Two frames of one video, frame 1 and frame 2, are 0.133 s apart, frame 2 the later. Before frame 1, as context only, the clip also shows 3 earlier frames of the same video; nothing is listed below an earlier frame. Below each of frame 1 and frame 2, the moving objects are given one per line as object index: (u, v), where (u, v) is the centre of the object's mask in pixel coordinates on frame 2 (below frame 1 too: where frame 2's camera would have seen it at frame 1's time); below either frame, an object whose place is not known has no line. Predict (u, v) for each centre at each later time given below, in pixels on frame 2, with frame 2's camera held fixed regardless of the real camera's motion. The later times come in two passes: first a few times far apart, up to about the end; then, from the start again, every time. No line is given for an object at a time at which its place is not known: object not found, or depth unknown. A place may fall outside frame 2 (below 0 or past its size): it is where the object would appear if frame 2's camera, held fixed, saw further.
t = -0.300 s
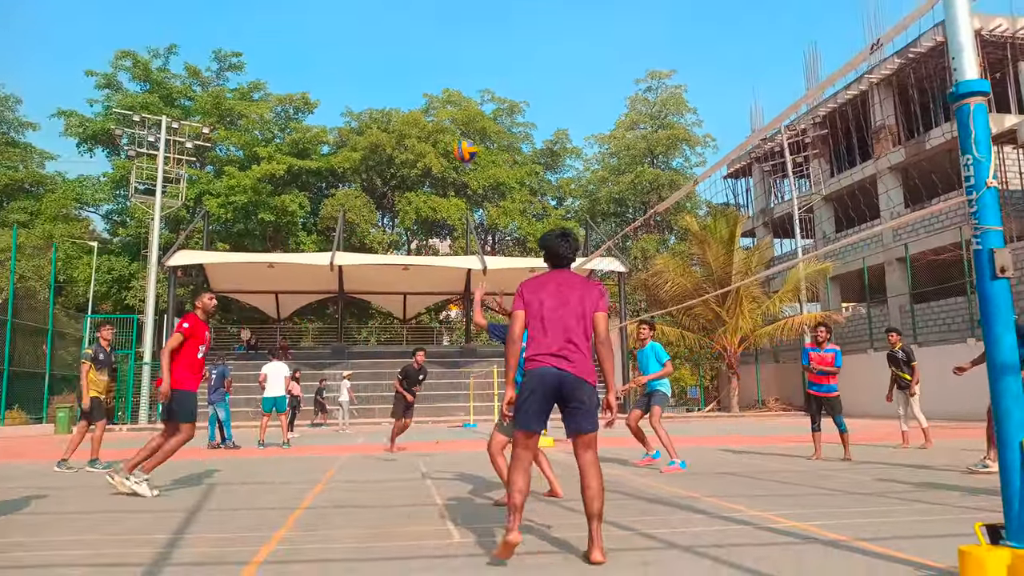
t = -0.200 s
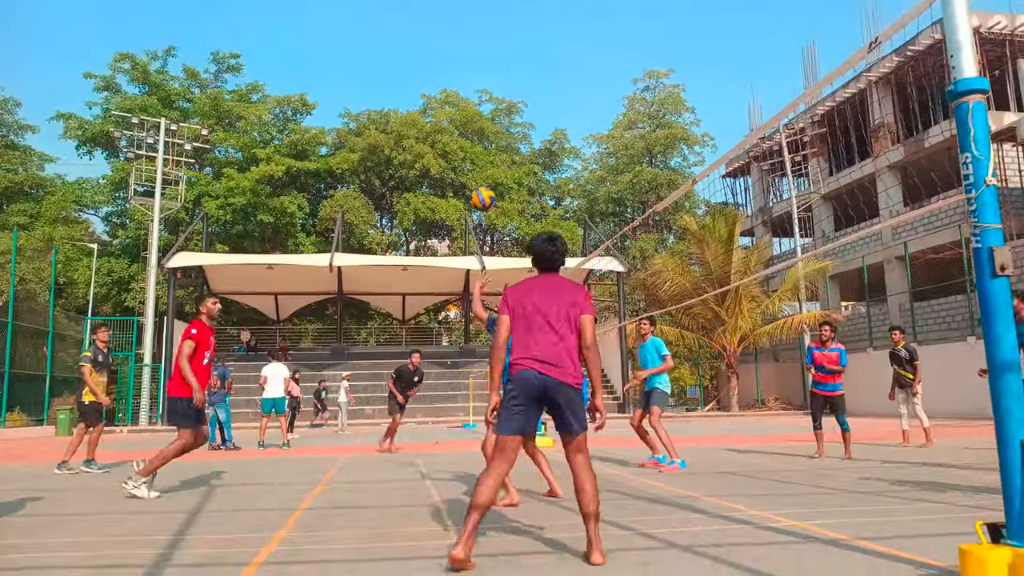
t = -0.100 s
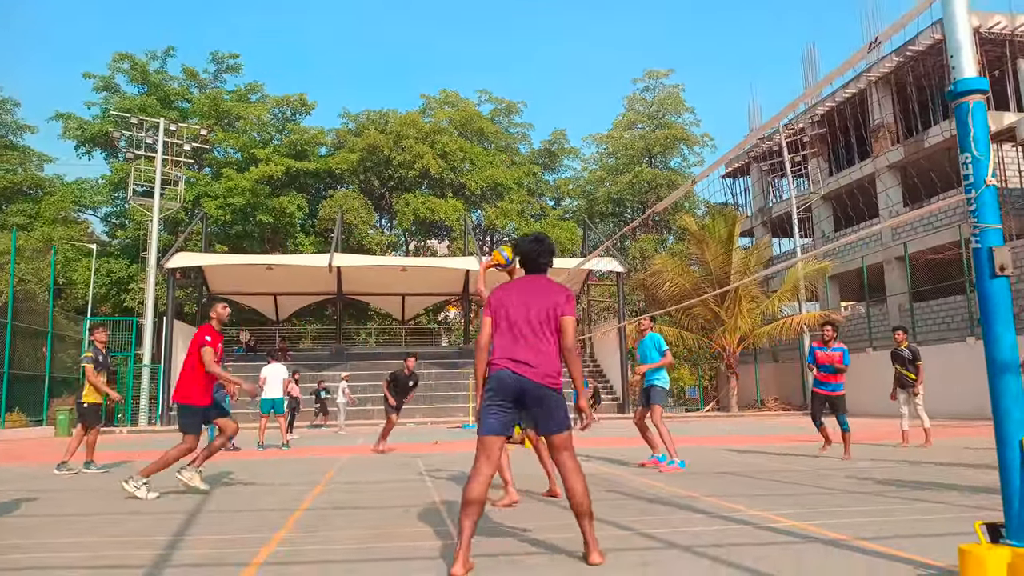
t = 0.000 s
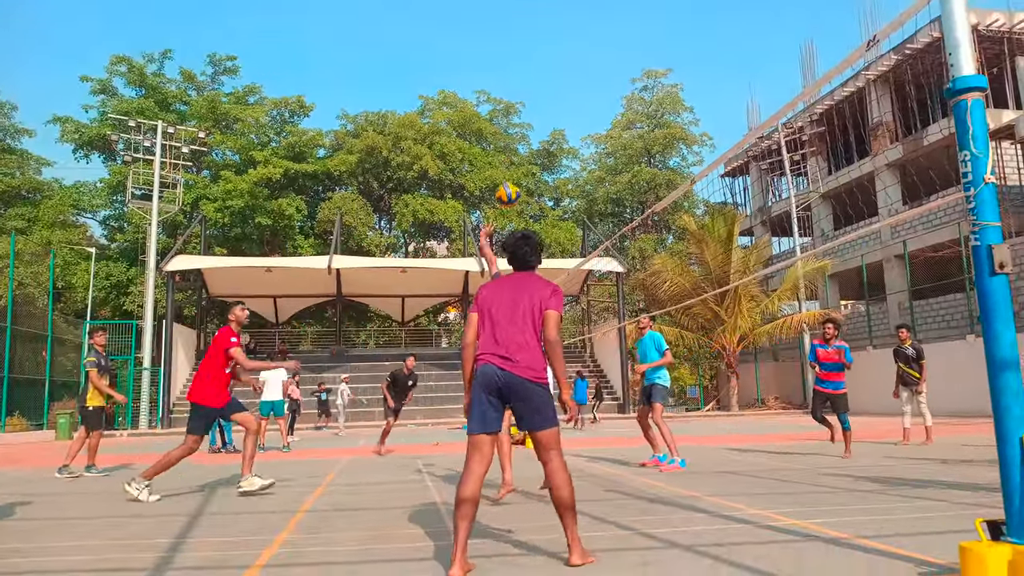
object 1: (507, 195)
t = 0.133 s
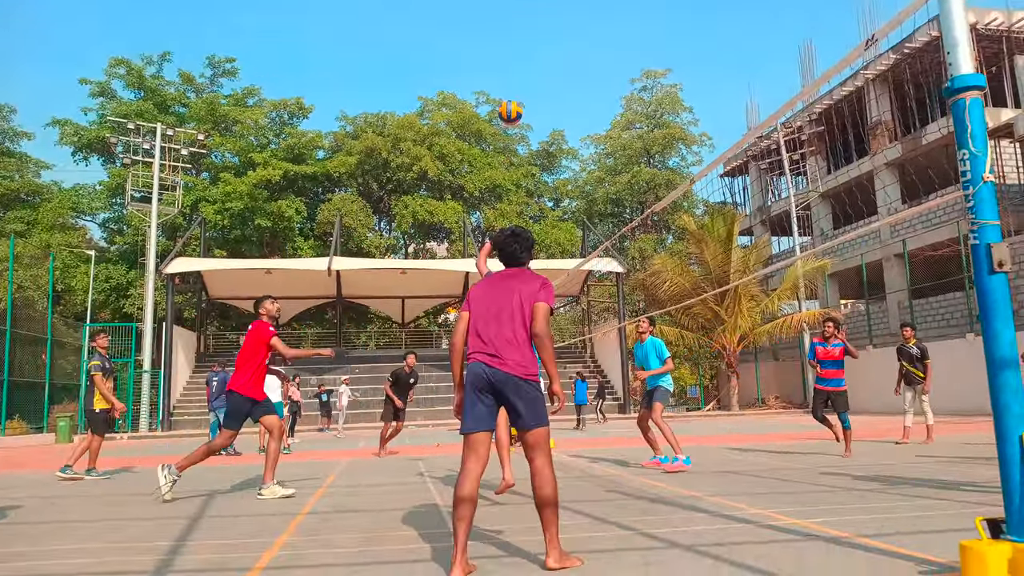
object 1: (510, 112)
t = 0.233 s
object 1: (512, 65)
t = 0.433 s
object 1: (518, 9)
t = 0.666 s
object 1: (529, 2)
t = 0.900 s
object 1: (541, 36)
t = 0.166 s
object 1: (511, 95)
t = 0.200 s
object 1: (511, 80)
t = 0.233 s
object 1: (512, 65)
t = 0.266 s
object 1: (512, 52)
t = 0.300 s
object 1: (513, 41)
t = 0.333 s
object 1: (514, 31)
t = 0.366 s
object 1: (515, 22)
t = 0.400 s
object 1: (517, 14)
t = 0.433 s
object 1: (518, 9)
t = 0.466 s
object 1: (519, 6)
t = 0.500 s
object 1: (520, 4)
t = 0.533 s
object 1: (521, 2)
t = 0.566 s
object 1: (523, 2)
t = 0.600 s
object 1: (524, 1)
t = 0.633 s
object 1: (526, 1)
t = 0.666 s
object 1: (529, 2)
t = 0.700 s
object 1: (531, 4)
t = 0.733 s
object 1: (533, 6)
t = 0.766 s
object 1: (535, 9)
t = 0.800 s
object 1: (537, 12)
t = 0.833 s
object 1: (539, 19)
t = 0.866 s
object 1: (540, 27)
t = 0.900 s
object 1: (541, 36)
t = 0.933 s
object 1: (542, 46)
